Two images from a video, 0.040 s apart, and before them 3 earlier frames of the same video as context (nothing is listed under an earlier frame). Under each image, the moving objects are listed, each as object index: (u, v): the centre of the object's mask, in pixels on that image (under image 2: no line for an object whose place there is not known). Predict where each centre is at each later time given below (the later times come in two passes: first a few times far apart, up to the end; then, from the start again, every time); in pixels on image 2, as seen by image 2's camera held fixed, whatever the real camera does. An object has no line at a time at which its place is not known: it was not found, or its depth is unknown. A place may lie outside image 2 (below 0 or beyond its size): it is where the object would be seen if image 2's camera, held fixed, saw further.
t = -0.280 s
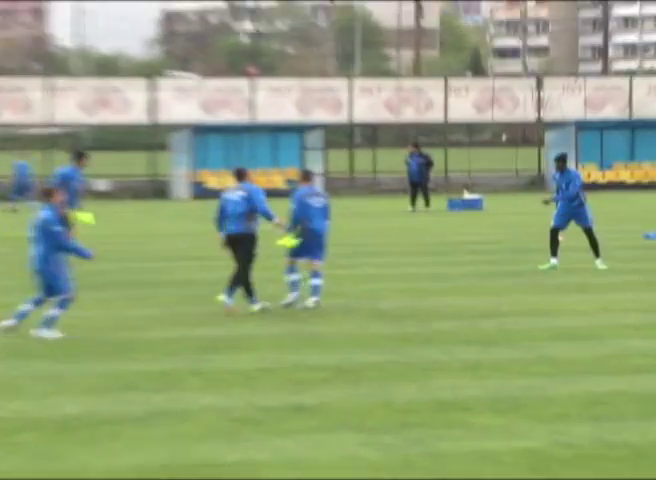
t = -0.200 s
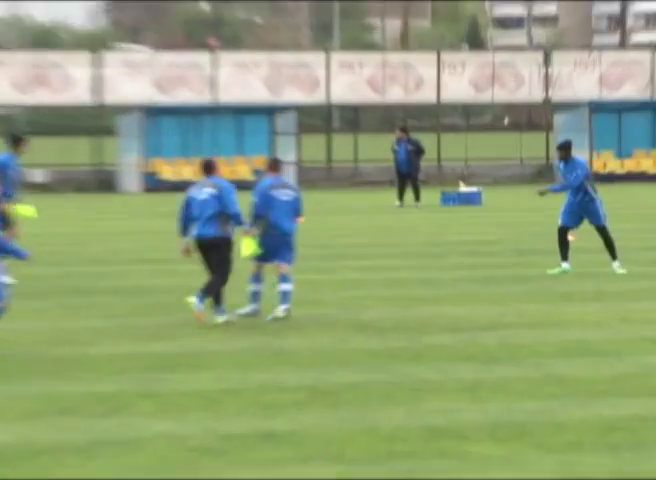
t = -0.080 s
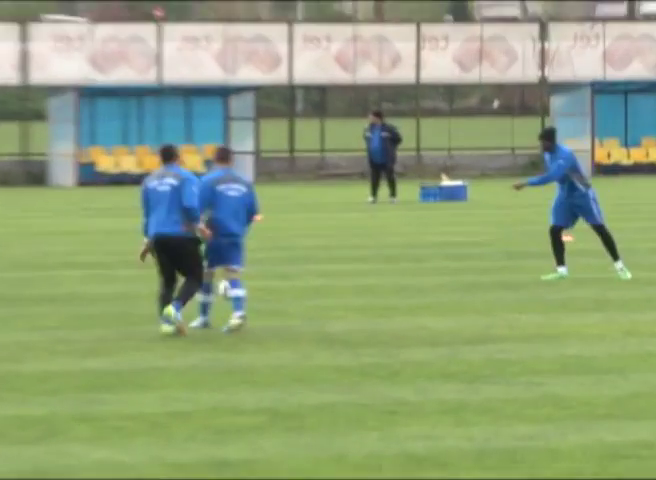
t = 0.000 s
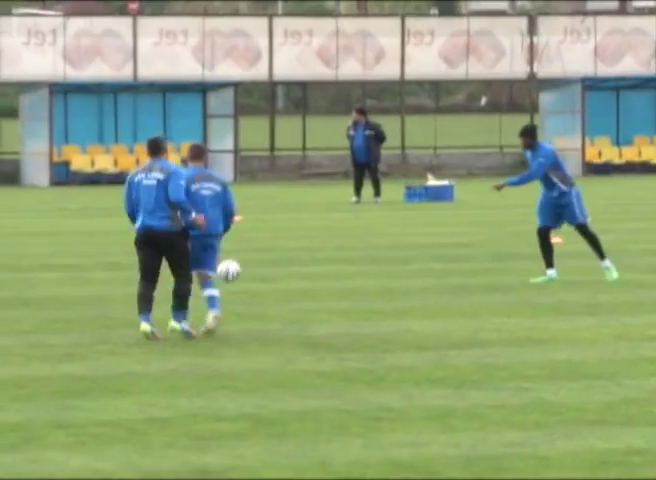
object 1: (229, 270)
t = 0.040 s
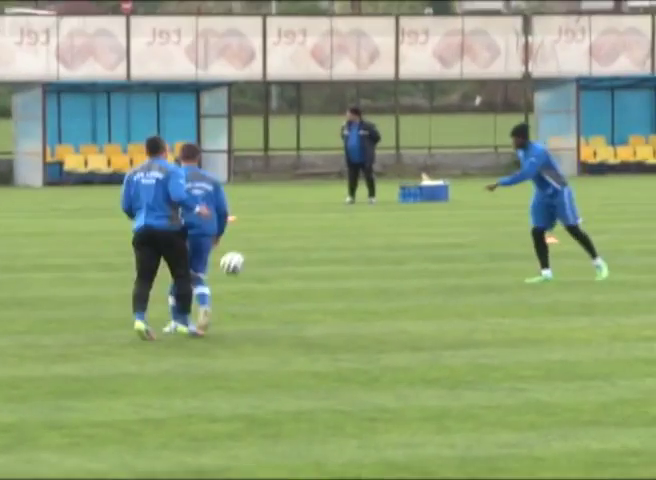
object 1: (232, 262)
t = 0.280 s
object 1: (290, 248)
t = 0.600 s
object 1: (366, 269)
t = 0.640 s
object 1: (375, 265)
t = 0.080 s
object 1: (242, 257)
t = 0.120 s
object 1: (252, 252)
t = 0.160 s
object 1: (261, 249)
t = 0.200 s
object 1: (270, 247)
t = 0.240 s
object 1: (280, 247)
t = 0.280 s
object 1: (290, 248)
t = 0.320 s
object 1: (300, 251)
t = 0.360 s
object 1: (310, 256)
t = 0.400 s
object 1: (321, 262)
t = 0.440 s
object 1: (330, 270)
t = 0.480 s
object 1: (341, 279)
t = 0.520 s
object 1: (349, 279)
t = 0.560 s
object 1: (357, 273)
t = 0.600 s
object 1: (366, 269)
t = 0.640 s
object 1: (375, 265)
